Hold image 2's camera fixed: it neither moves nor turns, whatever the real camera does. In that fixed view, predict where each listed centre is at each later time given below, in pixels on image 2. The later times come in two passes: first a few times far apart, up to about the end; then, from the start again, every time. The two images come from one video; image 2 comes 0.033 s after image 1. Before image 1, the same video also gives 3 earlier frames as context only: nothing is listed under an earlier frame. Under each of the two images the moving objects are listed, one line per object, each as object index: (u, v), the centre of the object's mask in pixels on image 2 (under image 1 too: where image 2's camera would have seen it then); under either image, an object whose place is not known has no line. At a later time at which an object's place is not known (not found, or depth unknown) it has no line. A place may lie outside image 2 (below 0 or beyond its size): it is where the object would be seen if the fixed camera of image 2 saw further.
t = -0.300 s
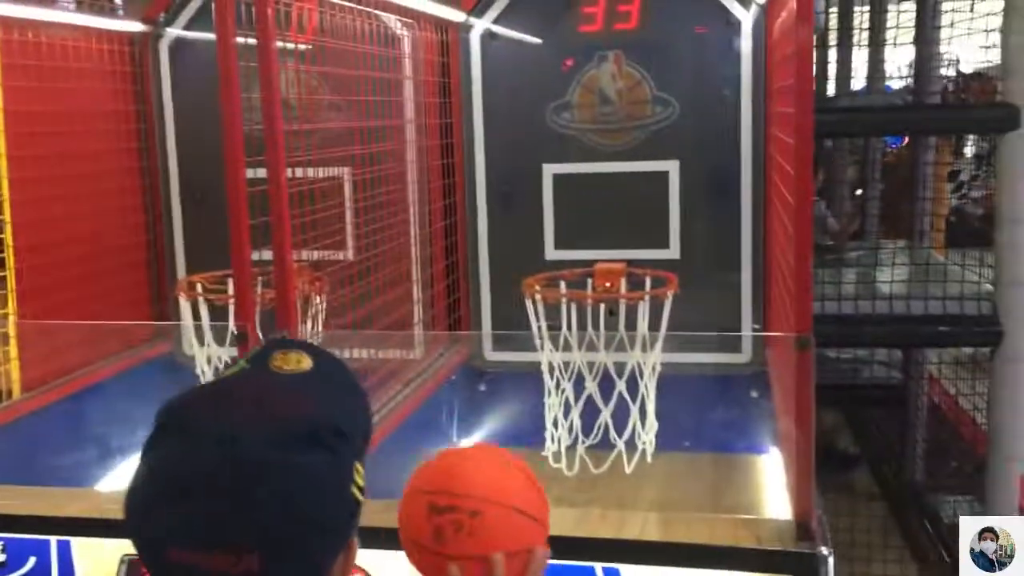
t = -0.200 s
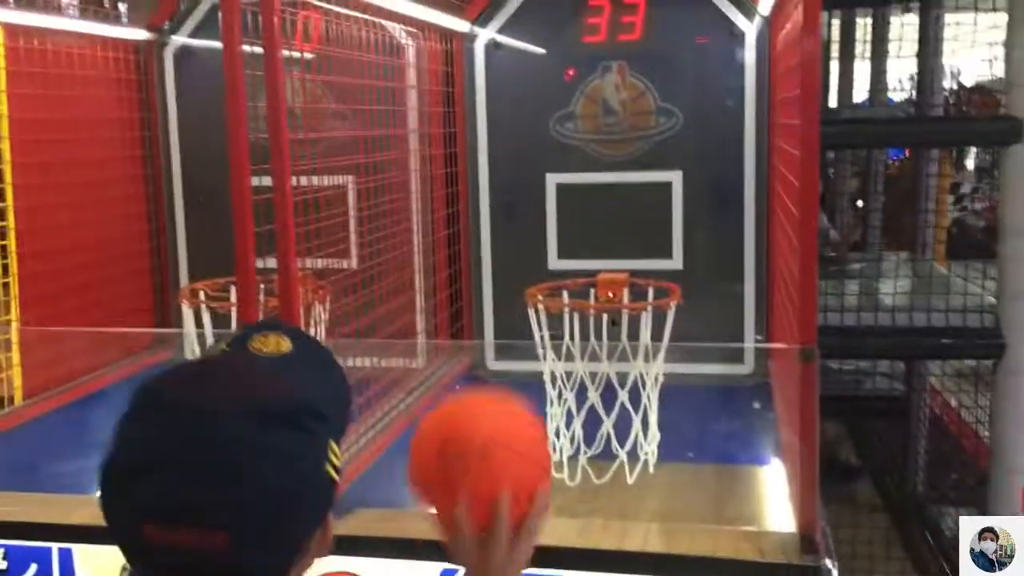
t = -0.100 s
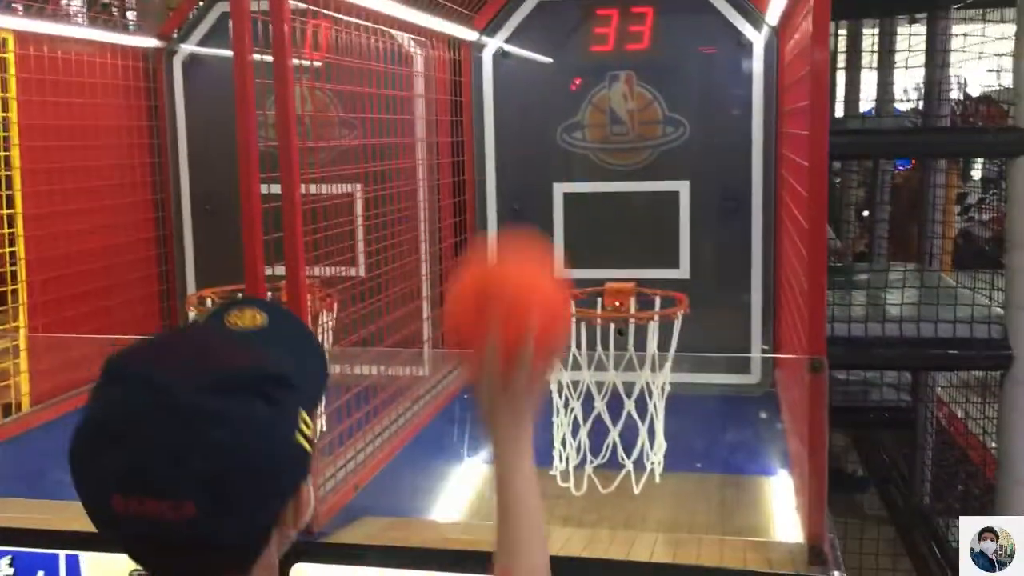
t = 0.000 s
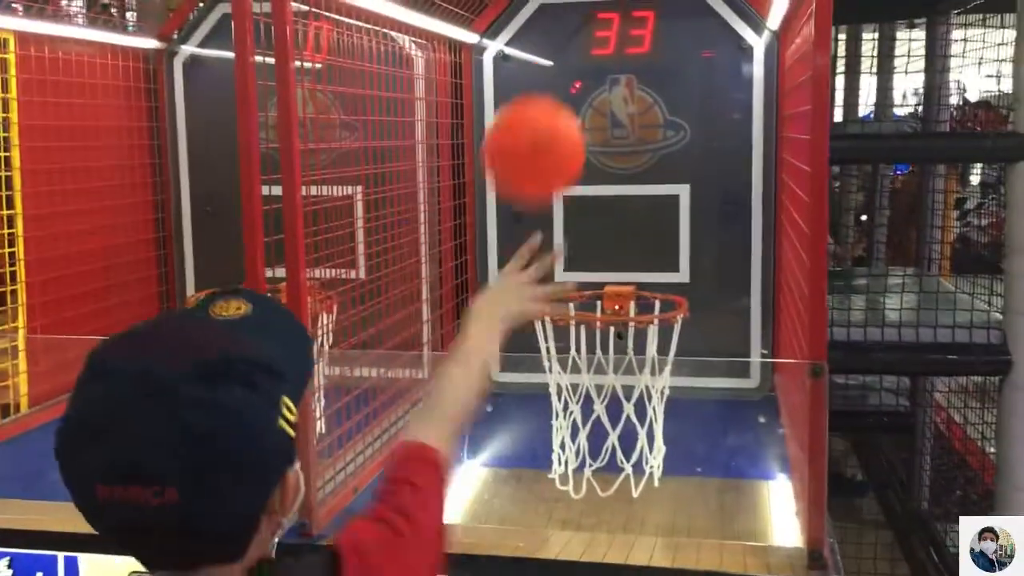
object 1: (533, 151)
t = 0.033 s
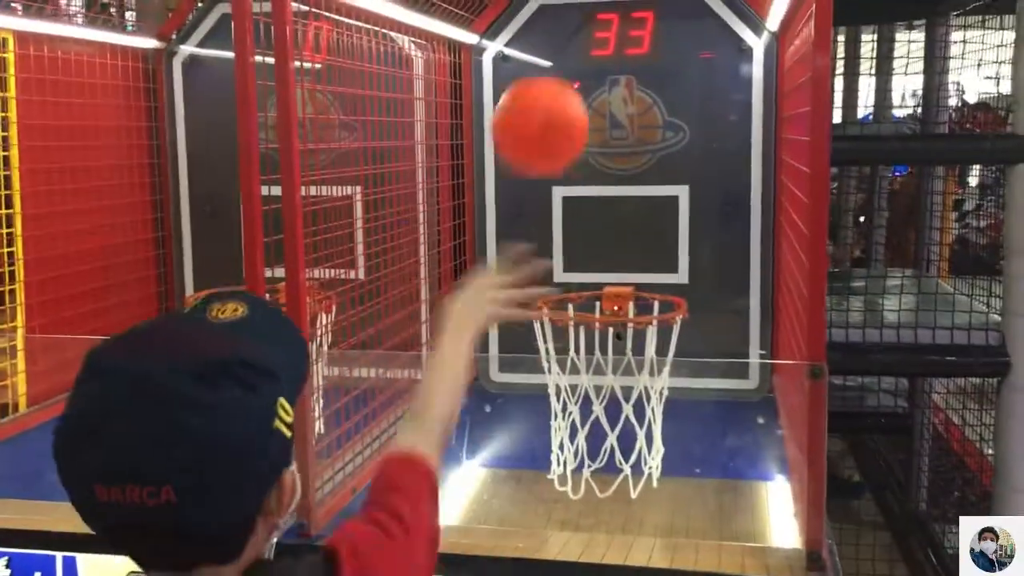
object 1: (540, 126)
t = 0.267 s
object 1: (568, 154)
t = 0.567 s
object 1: (540, 214)
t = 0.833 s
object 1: (467, 348)
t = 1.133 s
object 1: (393, 343)
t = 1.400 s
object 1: (384, 451)
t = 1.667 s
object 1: (495, 493)
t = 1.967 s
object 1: (632, 497)
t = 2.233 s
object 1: (749, 505)
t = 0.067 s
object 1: (546, 112)
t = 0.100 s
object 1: (550, 105)
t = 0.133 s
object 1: (554, 105)
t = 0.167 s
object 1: (558, 111)
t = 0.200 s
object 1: (562, 122)
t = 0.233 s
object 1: (566, 137)
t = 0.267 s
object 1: (568, 154)
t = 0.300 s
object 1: (571, 177)
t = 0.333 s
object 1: (573, 201)
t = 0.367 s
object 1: (576, 229)
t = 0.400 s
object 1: (575, 254)
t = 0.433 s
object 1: (567, 266)
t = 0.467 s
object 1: (561, 247)
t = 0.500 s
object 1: (554, 233)
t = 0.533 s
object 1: (547, 222)
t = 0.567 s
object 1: (540, 214)
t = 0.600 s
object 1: (532, 211)
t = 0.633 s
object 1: (524, 213)
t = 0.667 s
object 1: (517, 220)
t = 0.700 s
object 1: (508, 233)
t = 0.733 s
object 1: (498, 253)
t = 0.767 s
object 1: (489, 278)
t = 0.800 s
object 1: (479, 309)
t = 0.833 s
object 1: (467, 348)
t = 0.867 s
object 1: (455, 398)
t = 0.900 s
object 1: (443, 445)
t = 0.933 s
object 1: (431, 504)
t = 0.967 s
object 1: (420, 464)
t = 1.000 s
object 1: (410, 431)
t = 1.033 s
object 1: (402, 403)
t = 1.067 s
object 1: (398, 377)
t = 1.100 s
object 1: (396, 357)
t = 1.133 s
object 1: (393, 343)
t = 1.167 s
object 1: (389, 335)
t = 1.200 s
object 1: (388, 335)
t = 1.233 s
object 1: (386, 340)
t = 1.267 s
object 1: (384, 351)
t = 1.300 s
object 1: (382, 369)
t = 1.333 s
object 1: (382, 390)
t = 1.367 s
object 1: (381, 420)
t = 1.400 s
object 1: (384, 451)
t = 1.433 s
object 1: (391, 486)
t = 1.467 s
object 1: (405, 493)
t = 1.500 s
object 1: (419, 479)
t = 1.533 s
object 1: (432, 470)
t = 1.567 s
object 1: (448, 466)
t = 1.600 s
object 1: (463, 469)
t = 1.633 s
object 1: (478, 477)
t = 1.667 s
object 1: (495, 493)
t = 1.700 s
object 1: (508, 501)
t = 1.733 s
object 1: (523, 490)
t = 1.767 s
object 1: (538, 485)
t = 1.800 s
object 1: (553, 487)
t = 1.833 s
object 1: (570, 494)
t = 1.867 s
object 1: (586, 505)
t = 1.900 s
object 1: (601, 499)
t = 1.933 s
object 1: (617, 495)
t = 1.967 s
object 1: (632, 497)
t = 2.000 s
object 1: (647, 504)
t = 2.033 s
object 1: (662, 503)
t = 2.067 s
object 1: (677, 499)
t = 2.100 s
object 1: (692, 501)
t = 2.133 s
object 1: (706, 504)
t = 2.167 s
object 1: (720, 501)
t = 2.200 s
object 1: (735, 501)
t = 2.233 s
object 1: (749, 505)
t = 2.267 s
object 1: (754, 506)
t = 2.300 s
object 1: (746, 510)
